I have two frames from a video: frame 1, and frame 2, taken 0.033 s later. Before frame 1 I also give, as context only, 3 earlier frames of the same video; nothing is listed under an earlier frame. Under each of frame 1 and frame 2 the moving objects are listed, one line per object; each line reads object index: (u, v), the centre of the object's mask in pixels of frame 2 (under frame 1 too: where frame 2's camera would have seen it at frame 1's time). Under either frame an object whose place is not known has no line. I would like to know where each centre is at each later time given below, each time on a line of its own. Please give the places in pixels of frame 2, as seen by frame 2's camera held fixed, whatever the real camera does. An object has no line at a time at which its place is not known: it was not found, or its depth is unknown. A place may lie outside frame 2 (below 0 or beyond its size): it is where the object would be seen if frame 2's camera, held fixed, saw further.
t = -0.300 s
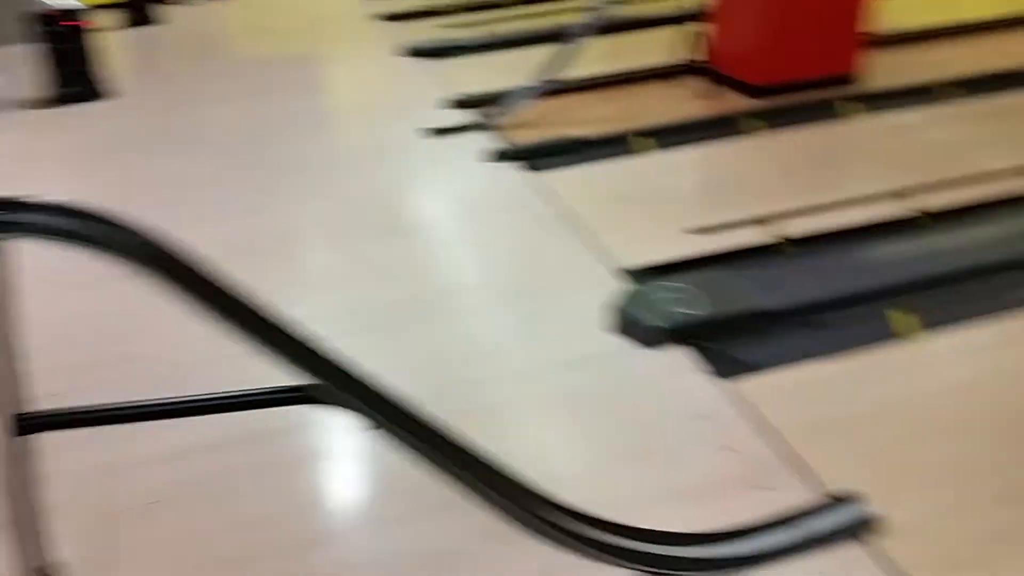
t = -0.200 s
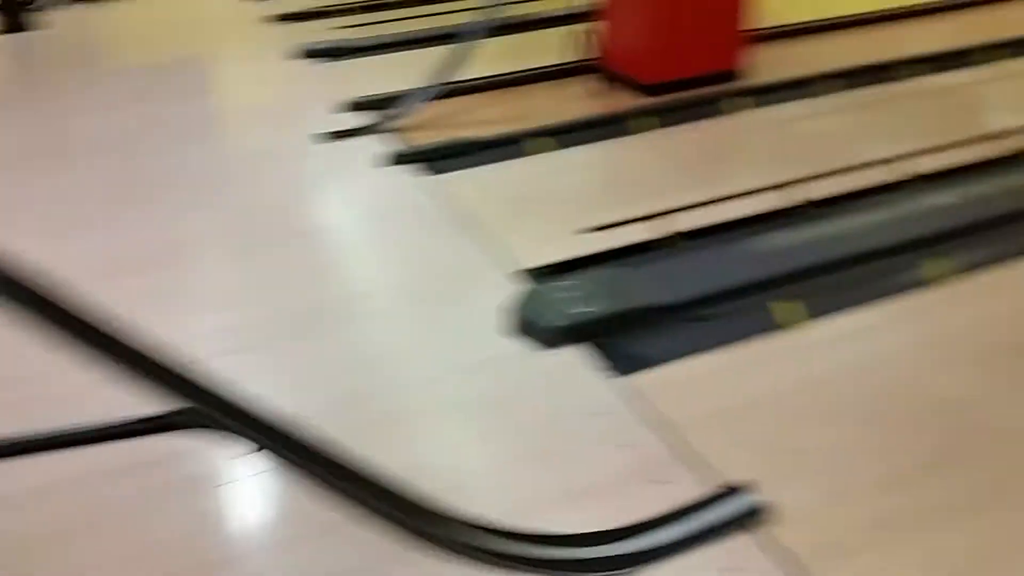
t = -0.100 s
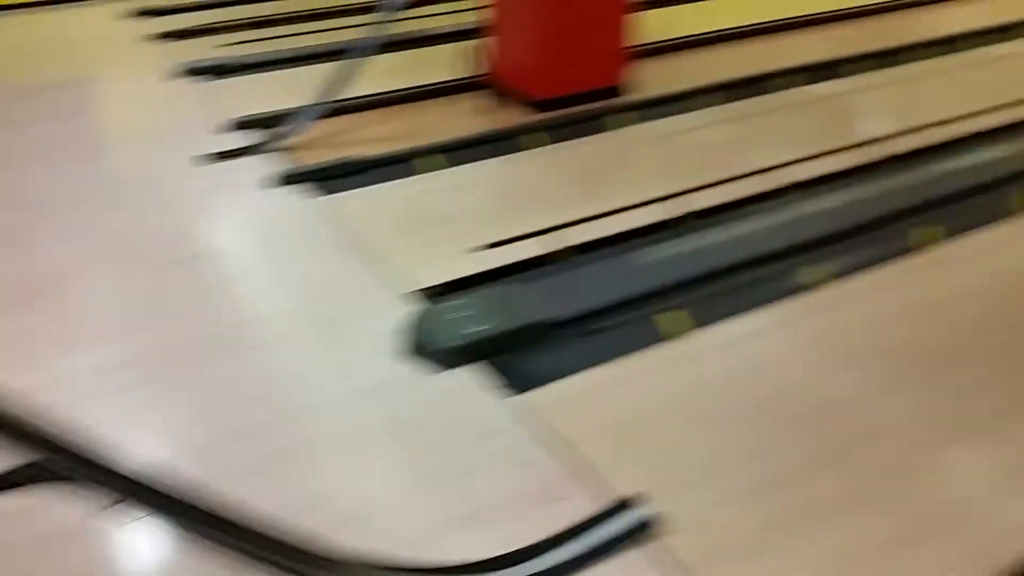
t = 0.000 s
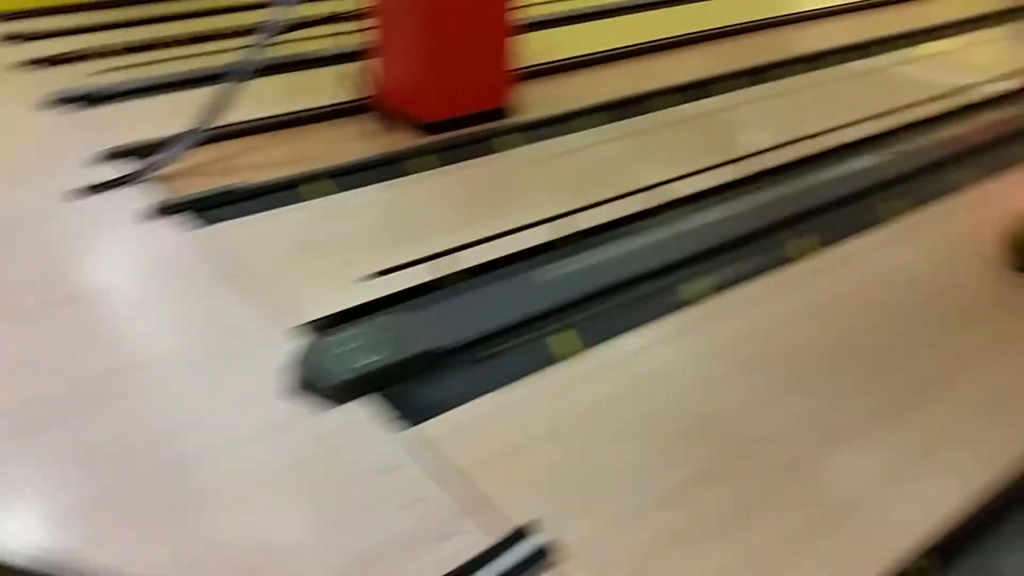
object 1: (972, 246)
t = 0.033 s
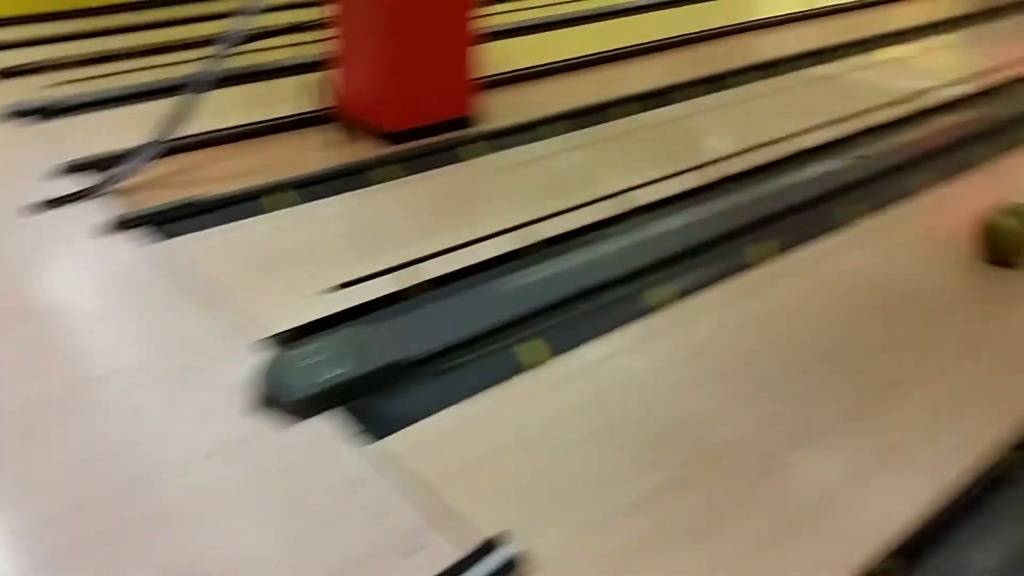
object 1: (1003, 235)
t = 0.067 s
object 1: (1020, 228)
